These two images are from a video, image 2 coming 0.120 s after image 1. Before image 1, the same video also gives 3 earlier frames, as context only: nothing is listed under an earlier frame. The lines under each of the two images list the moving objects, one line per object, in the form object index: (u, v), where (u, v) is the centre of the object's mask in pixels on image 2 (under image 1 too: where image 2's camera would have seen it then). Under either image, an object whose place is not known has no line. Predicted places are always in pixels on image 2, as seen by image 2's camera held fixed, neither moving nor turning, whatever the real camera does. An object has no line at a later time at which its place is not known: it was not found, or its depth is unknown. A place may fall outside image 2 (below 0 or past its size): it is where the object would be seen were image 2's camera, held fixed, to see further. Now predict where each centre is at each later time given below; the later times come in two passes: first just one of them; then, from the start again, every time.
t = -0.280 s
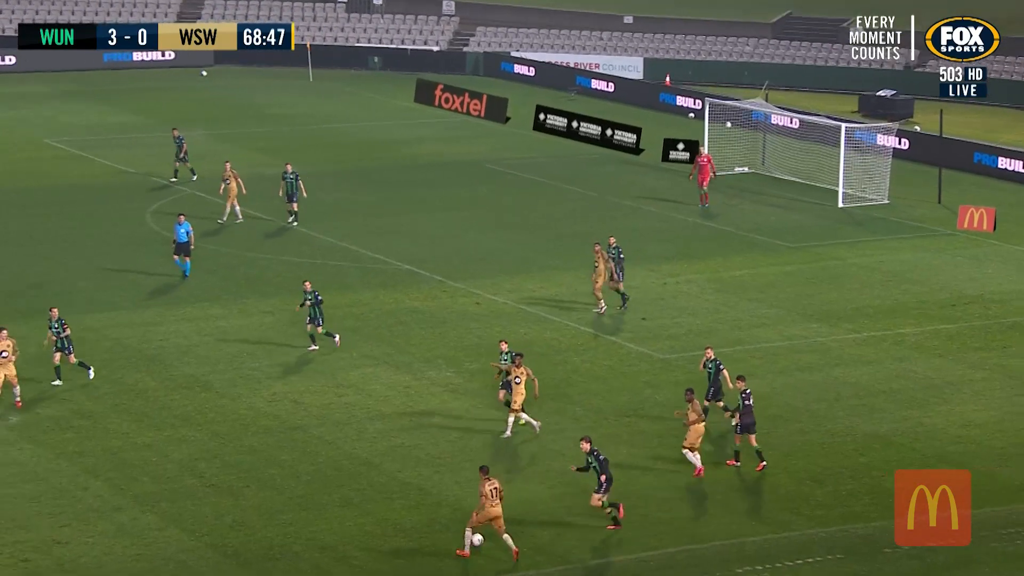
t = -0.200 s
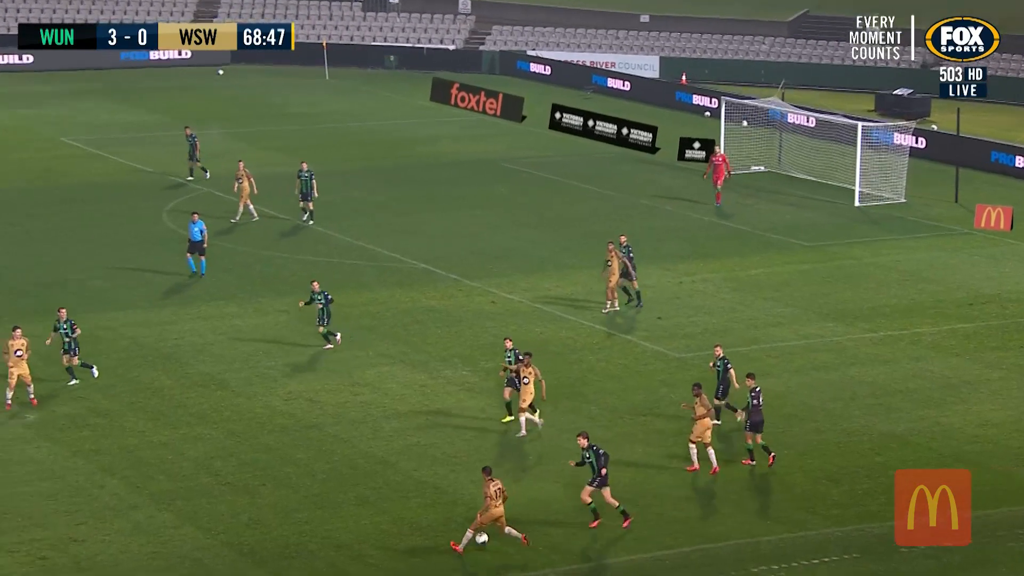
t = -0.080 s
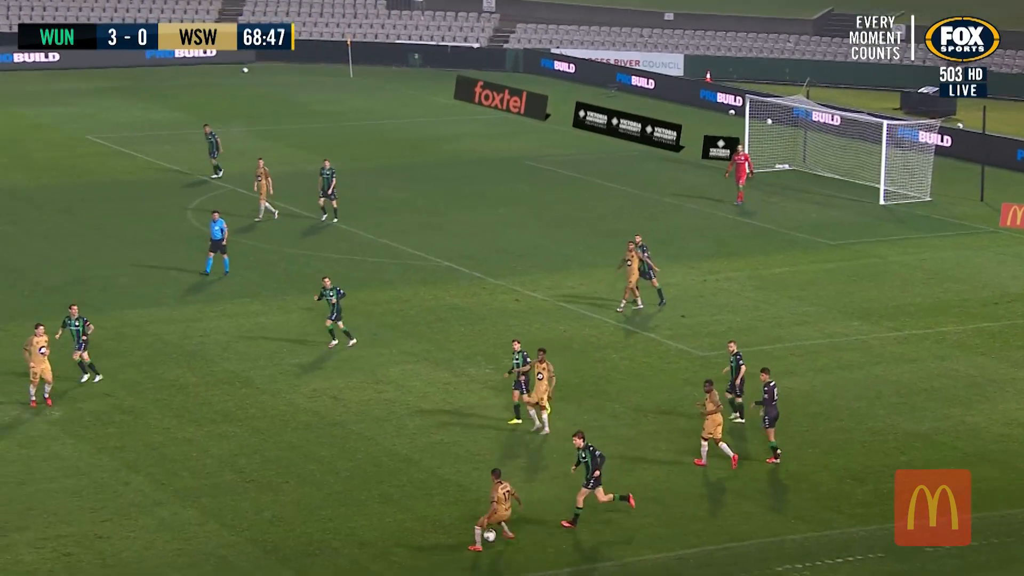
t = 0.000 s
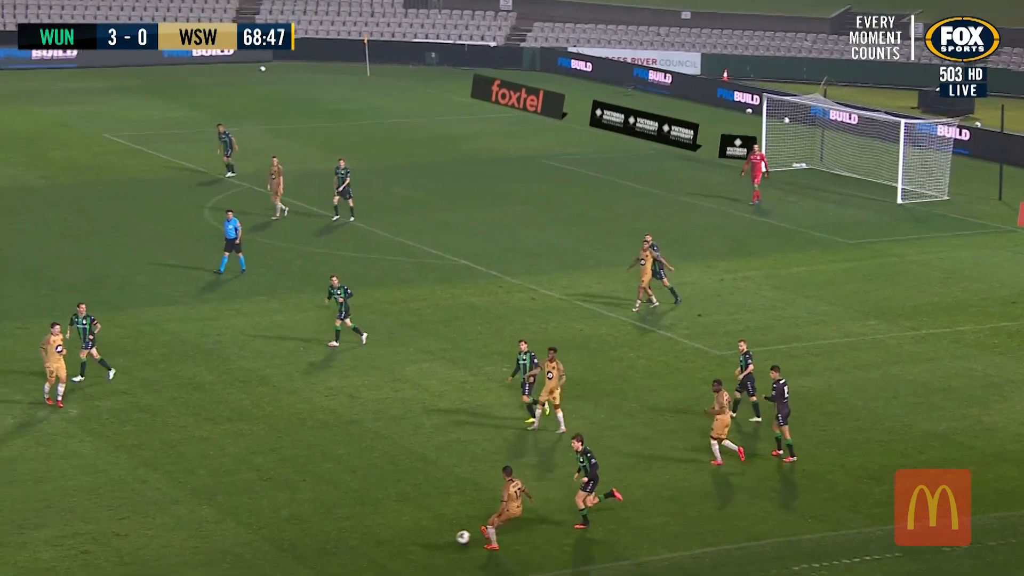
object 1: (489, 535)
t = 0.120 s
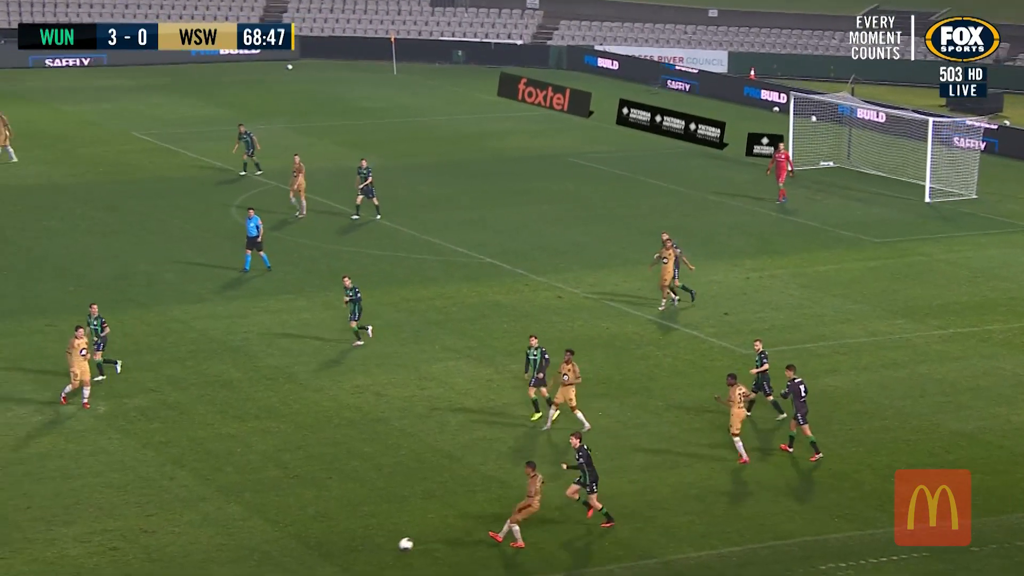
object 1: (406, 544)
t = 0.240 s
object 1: (327, 553)
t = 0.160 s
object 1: (380, 547)
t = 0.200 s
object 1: (353, 550)
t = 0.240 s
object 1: (327, 553)
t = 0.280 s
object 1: (303, 555)
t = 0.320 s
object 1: (279, 558)
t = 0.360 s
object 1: (254, 562)
